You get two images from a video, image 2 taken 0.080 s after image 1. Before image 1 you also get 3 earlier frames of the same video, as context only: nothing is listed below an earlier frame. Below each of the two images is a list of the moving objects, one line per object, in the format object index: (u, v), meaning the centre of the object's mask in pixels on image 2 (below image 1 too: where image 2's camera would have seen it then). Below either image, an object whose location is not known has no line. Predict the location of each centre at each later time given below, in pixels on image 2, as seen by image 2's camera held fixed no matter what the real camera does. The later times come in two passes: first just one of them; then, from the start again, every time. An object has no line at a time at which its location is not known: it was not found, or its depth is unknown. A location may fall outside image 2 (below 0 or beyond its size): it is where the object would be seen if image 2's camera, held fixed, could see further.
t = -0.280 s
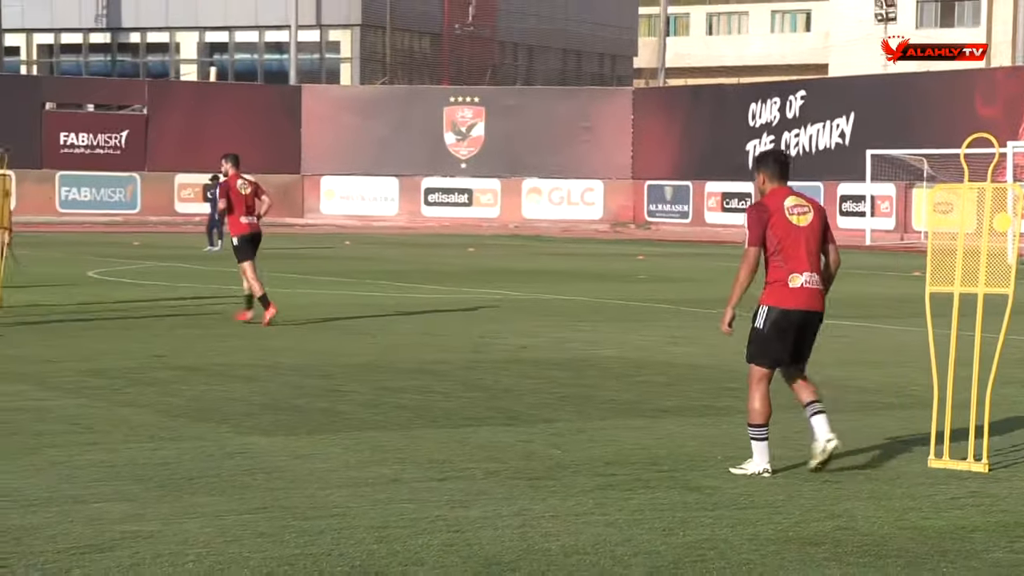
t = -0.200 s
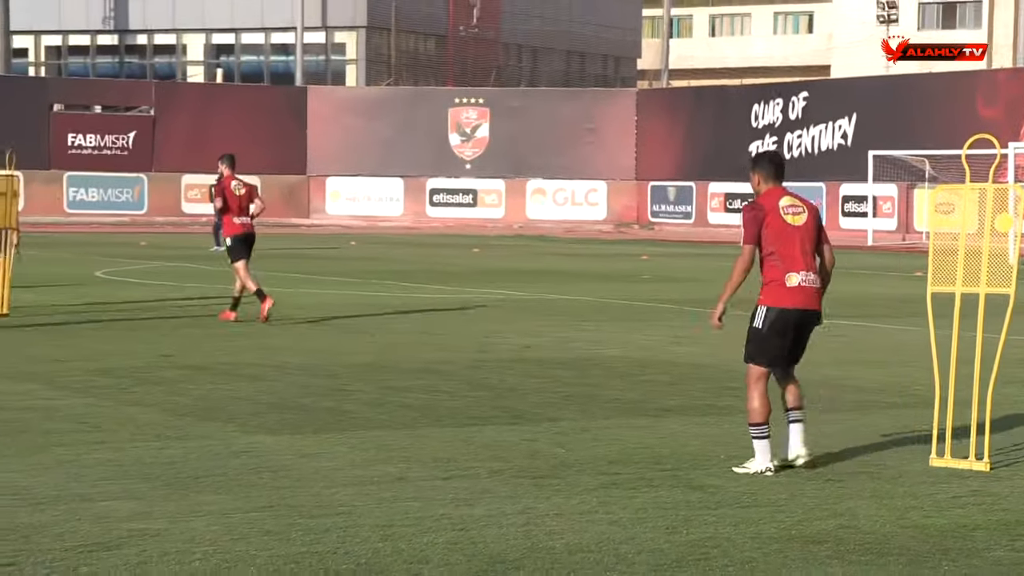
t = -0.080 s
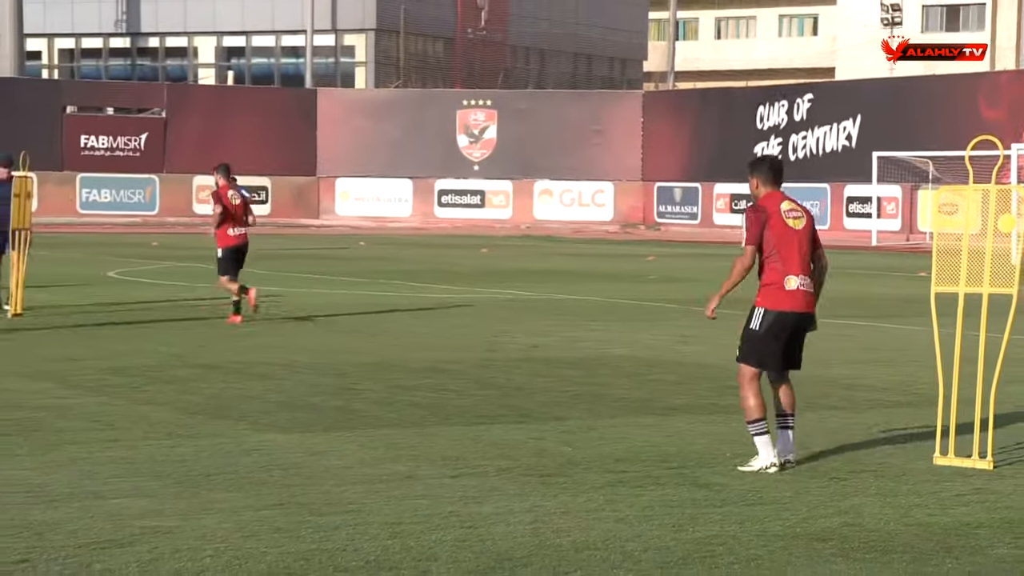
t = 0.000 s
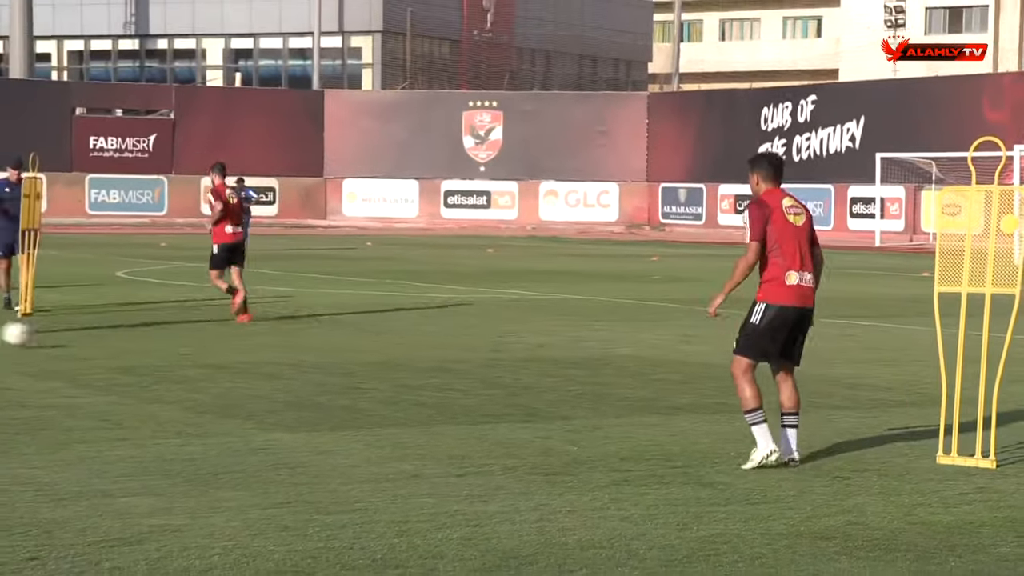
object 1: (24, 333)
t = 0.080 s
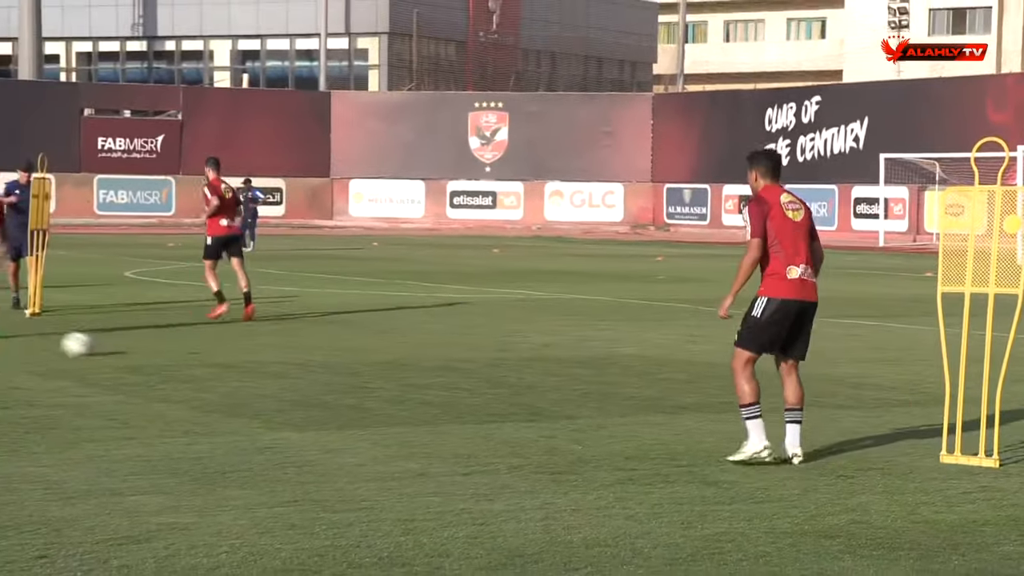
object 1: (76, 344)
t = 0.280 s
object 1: (213, 362)
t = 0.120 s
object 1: (103, 346)
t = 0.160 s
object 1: (130, 348)
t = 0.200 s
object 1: (157, 352)
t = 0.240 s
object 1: (185, 357)
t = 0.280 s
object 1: (213, 362)
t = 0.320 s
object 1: (242, 365)
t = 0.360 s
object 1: (271, 369)
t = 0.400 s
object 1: (299, 375)
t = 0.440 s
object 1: (328, 380)
